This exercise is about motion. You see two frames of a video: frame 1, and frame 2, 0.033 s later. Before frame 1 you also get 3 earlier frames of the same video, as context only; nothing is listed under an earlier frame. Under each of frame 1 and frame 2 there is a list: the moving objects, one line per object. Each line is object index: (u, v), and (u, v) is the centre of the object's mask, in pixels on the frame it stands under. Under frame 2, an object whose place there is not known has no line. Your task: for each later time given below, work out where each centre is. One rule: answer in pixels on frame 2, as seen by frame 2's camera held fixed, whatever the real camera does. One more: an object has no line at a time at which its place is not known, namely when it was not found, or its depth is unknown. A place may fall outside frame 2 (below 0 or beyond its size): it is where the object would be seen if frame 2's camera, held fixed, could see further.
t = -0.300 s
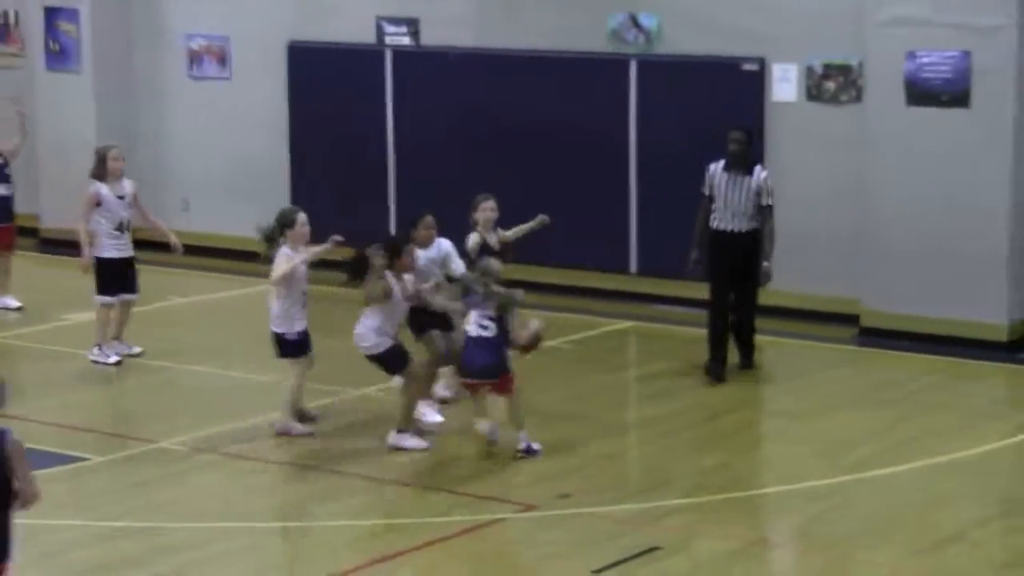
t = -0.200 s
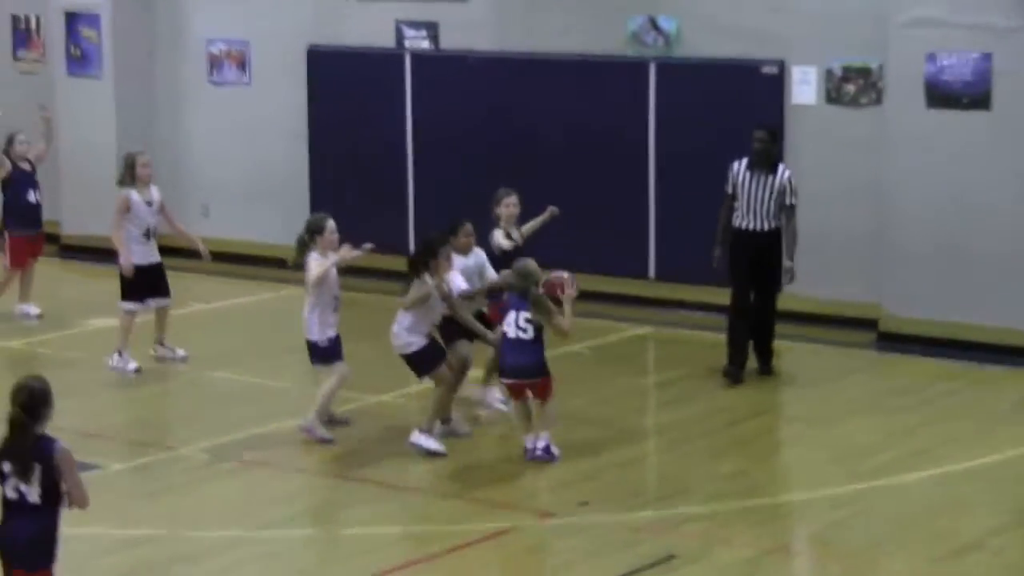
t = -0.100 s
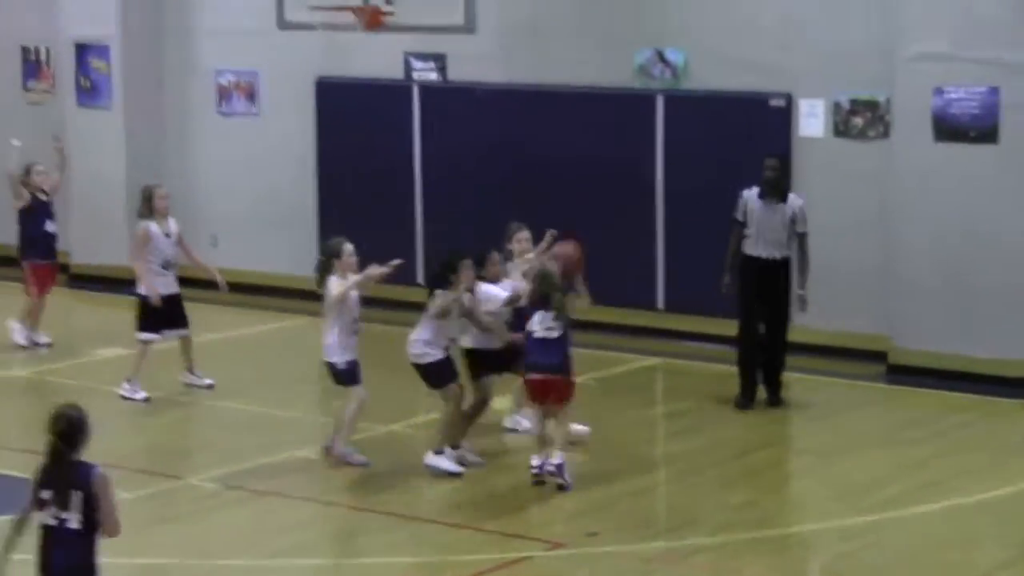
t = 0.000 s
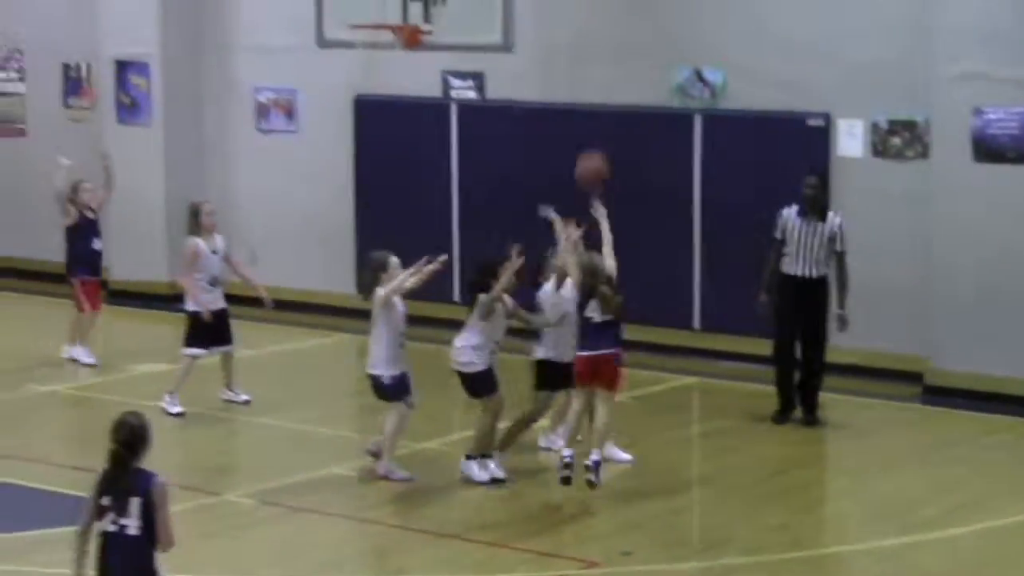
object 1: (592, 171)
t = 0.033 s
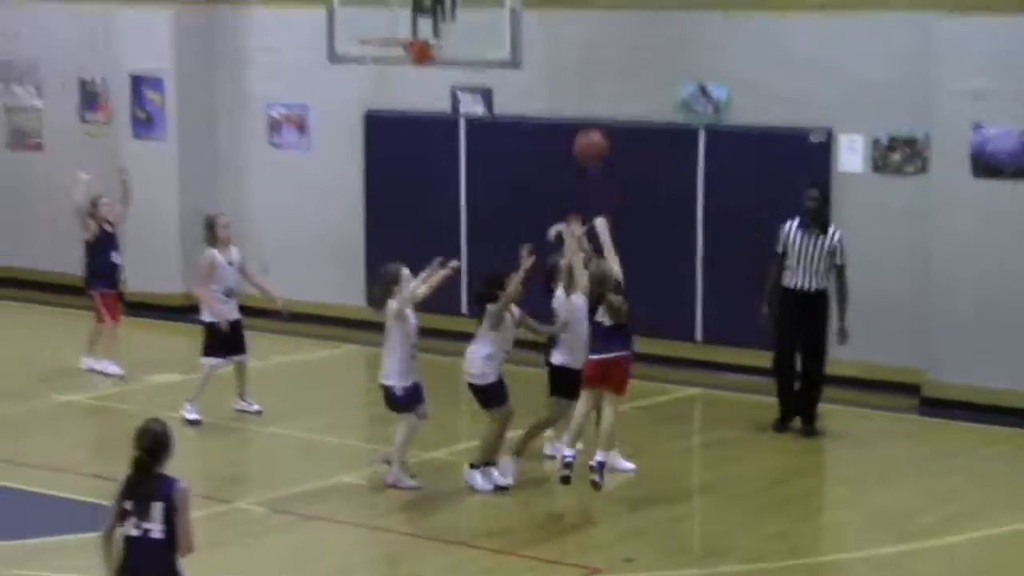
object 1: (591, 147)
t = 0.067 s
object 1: (584, 115)
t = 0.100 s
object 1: (578, 82)
